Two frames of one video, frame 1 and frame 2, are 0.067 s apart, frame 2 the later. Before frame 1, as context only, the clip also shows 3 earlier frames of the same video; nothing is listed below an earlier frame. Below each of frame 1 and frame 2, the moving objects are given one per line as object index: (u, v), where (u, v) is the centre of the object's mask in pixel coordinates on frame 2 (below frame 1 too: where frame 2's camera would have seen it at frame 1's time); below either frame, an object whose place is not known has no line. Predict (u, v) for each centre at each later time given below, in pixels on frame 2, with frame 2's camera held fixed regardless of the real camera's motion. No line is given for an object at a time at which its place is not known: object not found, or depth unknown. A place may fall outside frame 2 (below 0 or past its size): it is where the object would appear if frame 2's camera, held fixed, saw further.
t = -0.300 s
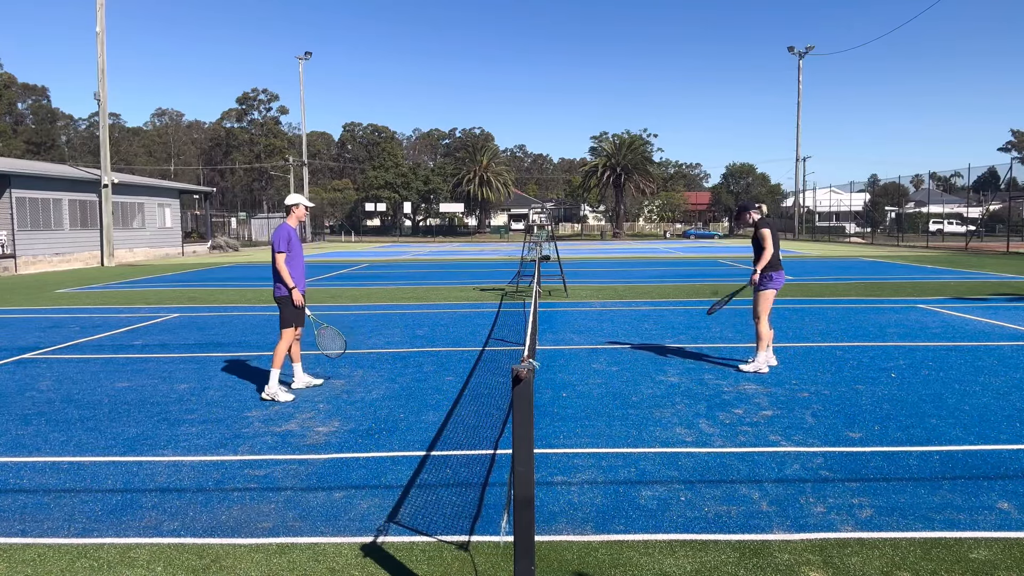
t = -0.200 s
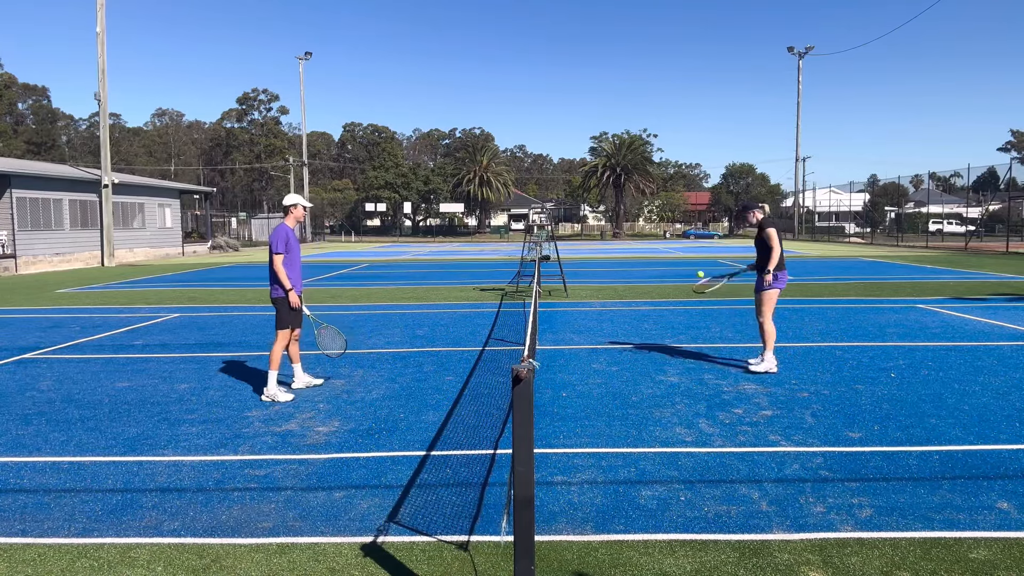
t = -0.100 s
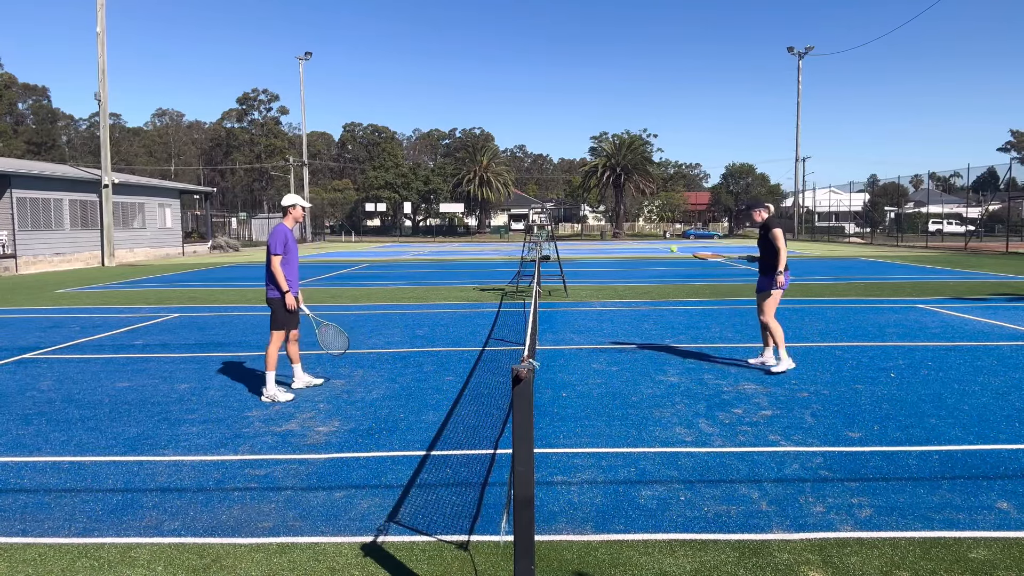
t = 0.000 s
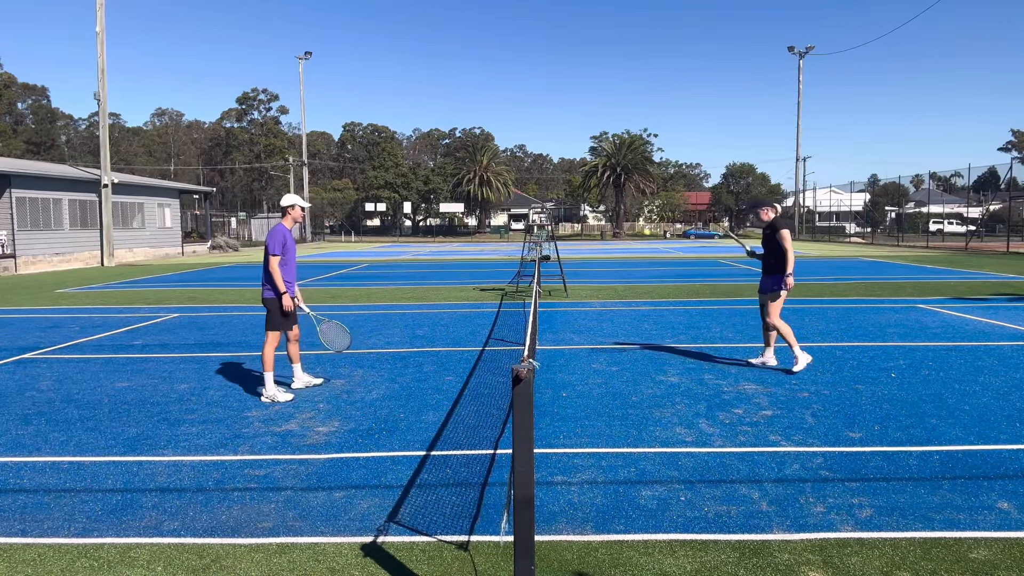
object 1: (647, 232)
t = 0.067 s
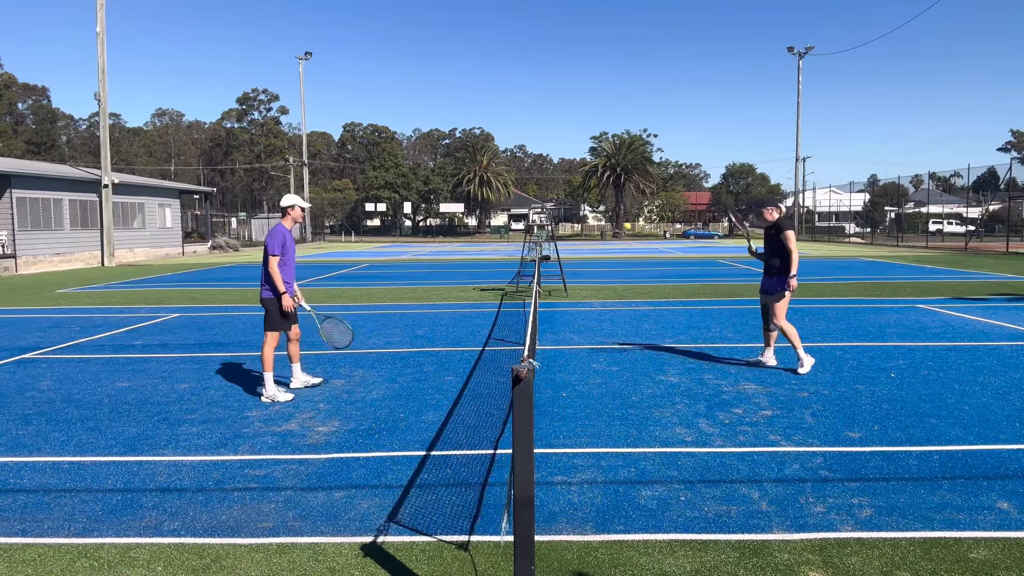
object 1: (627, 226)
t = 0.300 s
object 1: (559, 240)
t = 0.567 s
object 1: (478, 325)
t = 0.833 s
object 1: (409, 347)
